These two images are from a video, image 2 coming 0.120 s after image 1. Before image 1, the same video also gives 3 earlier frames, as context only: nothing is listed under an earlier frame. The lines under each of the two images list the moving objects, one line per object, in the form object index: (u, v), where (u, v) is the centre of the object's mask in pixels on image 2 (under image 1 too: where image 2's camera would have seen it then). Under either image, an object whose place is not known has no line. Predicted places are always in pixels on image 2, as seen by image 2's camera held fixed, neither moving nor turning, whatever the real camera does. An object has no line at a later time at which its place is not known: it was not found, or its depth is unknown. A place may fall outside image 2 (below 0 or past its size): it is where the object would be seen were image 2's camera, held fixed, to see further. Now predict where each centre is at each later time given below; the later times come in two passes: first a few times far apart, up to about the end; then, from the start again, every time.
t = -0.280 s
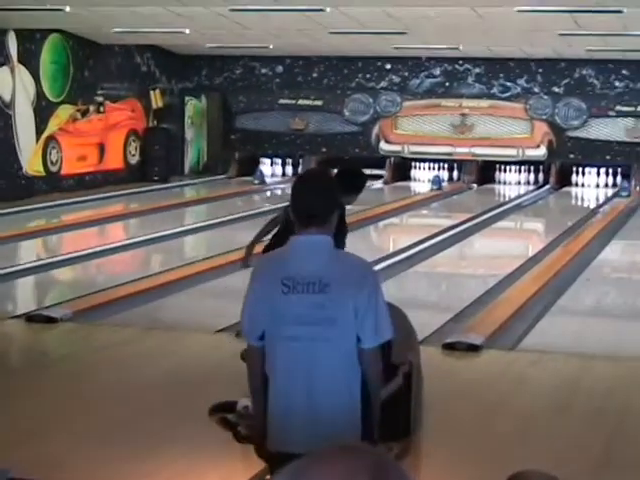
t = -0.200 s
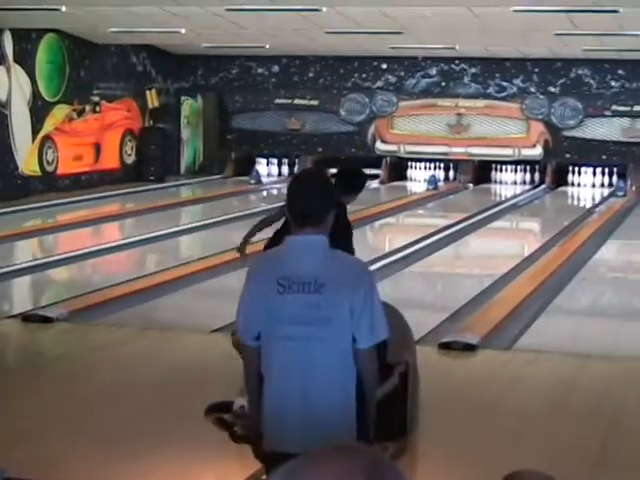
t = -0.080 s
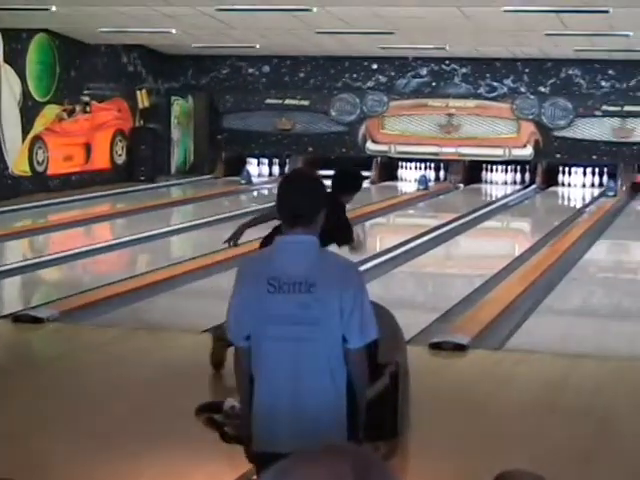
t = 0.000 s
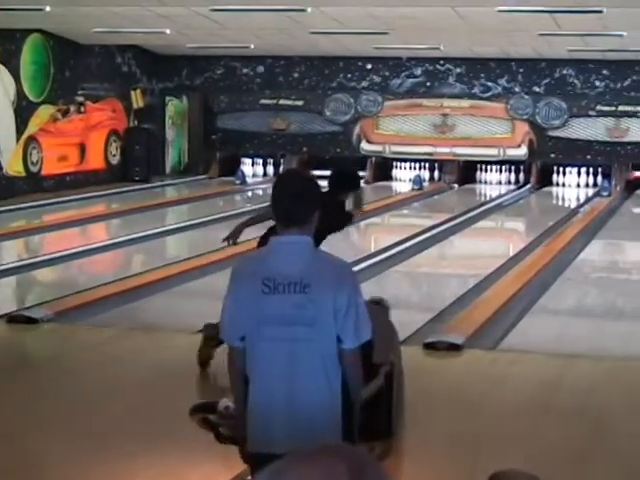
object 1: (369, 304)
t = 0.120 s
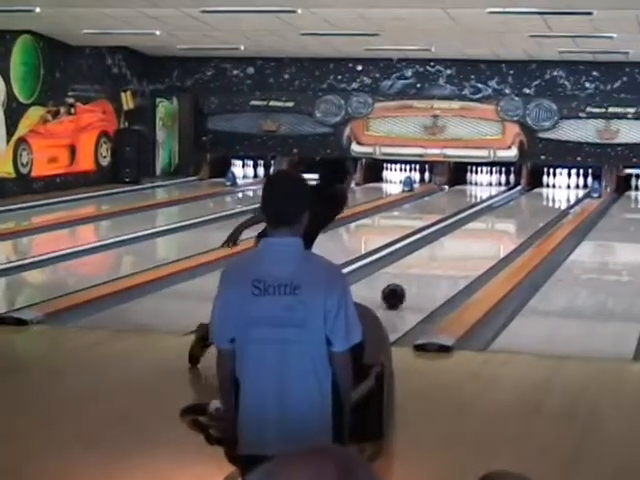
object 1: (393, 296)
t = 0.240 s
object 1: (416, 283)
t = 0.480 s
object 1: (453, 262)
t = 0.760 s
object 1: (486, 242)
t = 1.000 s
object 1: (509, 229)
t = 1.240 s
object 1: (527, 218)
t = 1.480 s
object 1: (541, 209)
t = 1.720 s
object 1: (552, 201)
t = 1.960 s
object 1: (560, 194)
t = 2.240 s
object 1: (567, 189)
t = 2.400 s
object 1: (569, 185)
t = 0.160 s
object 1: (401, 292)
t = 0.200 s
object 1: (409, 287)
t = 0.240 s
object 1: (416, 283)
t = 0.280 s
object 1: (423, 279)
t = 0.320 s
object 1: (430, 275)
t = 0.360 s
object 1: (436, 271)
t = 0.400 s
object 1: (442, 268)
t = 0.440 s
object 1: (448, 264)
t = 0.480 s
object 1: (453, 262)
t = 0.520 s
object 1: (458, 258)
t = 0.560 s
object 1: (463, 256)
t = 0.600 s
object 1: (468, 253)
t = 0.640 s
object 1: (473, 250)
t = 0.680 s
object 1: (478, 247)
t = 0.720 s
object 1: (482, 244)
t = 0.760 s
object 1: (486, 242)
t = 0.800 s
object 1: (490, 239)
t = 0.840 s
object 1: (495, 237)
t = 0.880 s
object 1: (498, 235)
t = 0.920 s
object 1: (502, 233)
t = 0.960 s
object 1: (505, 231)
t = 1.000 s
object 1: (509, 229)
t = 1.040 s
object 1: (512, 227)
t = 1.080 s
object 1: (515, 225)
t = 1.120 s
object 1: (518, 223)
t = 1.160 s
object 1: (521, 221)
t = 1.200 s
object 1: (524, 219)
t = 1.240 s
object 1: (527, 218)
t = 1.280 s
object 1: (530, 216)
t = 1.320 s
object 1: (532, 214)
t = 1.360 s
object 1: (534, 213)
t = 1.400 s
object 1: (537, 212)
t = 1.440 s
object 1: (538, 210)
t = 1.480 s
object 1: (541, 209)
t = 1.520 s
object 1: (543, 207)
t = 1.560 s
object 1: (545, 206)
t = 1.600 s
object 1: (546, 205)
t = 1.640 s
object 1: (549, 203)
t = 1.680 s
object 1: (550, 202)
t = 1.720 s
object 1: (552, 201)
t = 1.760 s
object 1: (553, 200)
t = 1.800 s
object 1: (555, 198)
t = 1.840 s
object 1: (557, 198)
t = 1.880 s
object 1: (559, 197)
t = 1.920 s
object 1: (559, 195)
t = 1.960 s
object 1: (560, 194)
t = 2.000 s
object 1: (562, 193)
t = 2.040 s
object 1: (563, 192)
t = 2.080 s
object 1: (564, 191)
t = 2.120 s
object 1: (564, 191)
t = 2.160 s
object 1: (565, 190)
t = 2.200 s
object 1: (566, 189)
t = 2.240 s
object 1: (567, 189)
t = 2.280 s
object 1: (567, 187)
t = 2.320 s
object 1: (567, 187)
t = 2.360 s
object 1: (568, 186)
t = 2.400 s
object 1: (569, 185)
